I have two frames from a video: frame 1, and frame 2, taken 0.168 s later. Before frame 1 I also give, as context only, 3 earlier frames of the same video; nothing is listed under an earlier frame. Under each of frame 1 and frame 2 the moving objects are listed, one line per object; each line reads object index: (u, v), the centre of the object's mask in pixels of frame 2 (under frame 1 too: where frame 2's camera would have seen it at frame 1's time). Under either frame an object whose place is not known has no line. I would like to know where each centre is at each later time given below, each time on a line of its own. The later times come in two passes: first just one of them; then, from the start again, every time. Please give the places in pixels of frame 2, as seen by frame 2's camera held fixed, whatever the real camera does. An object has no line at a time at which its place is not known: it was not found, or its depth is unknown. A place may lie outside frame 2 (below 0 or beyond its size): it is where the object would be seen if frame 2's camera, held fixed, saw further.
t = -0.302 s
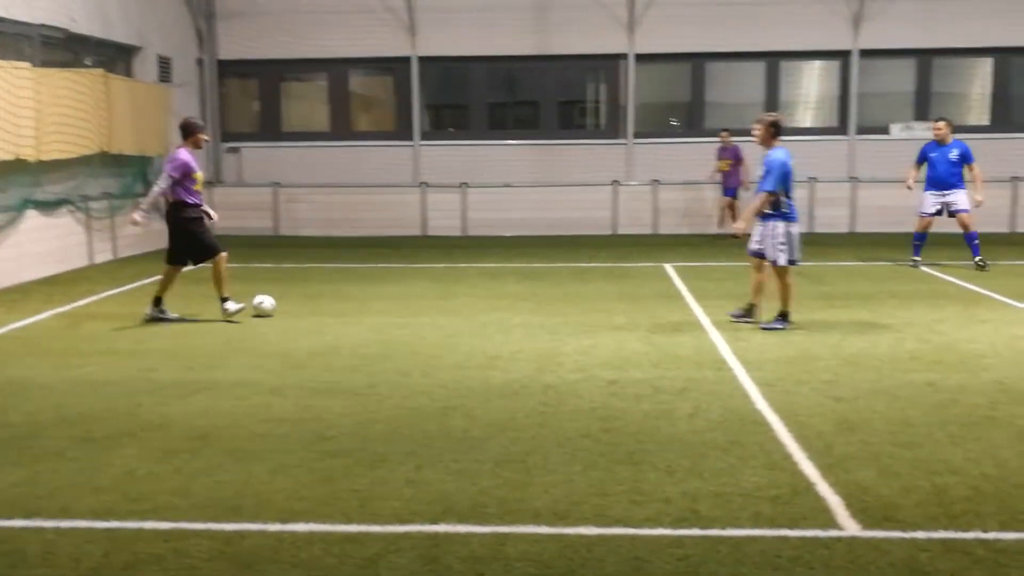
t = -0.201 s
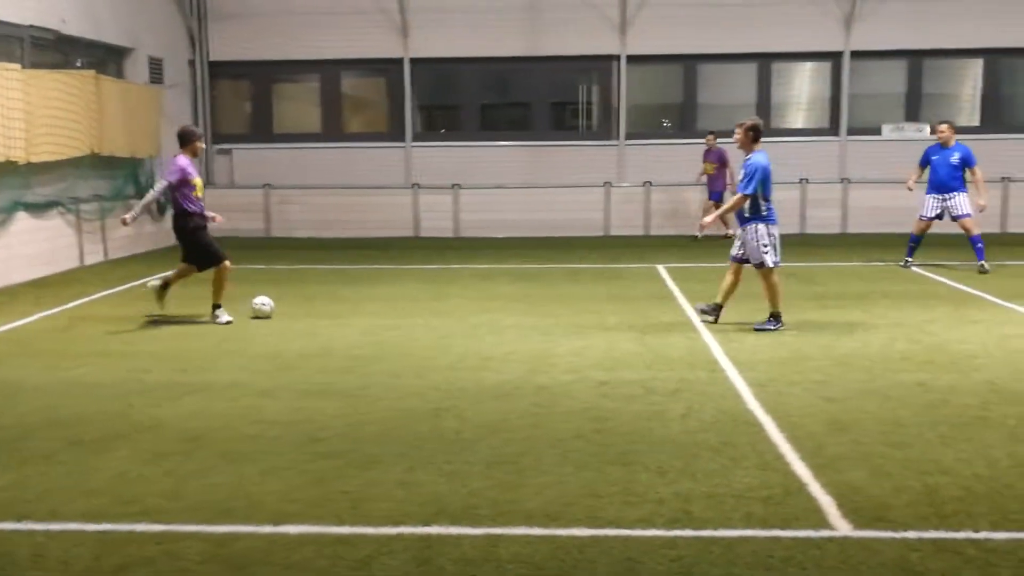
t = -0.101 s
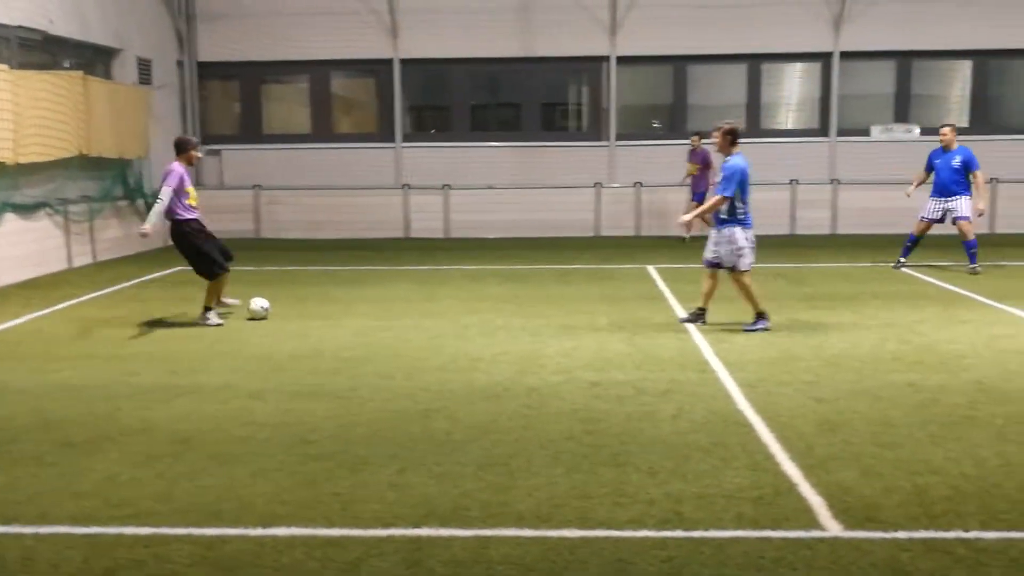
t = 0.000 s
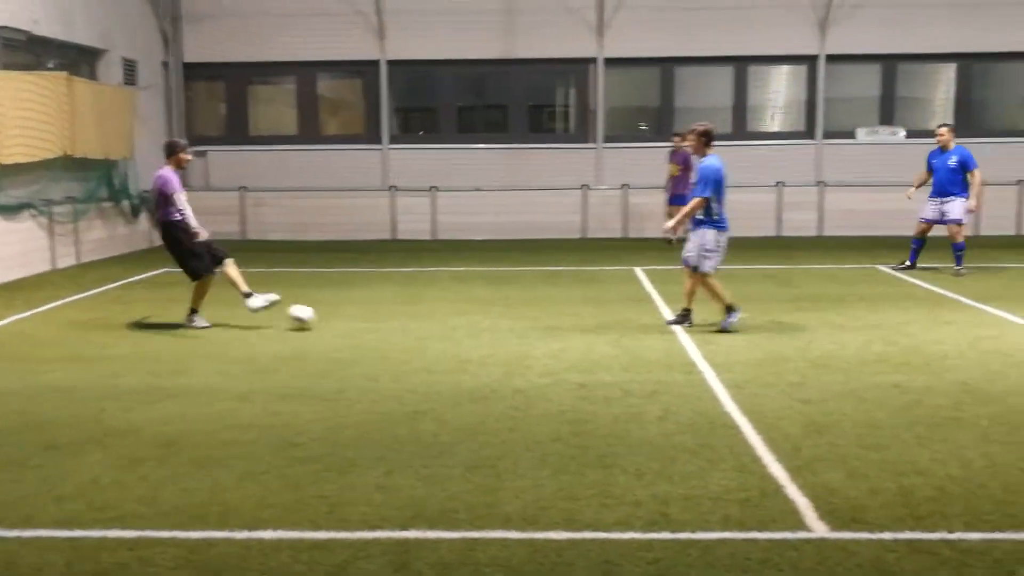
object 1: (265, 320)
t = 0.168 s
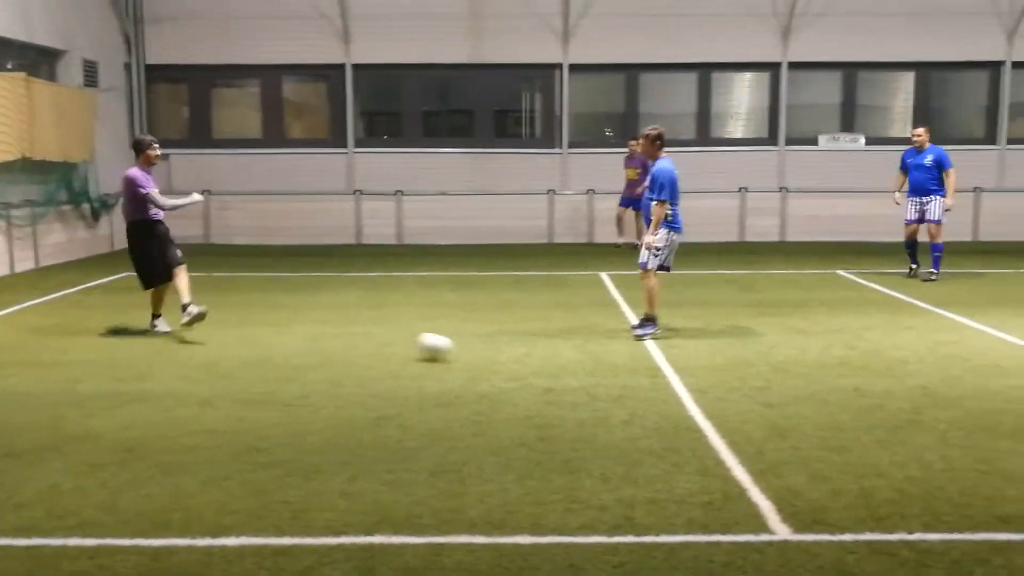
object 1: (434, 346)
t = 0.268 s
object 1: (544, 364)
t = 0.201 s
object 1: (470, 351)
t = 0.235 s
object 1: (507, 357)
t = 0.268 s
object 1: (544, 364)
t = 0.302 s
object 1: (584, 367)
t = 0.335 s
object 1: (622, 373)
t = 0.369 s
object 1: (664, 380)
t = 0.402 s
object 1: (706, 387)
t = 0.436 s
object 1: (750, 394)
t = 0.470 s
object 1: (794, 400)
